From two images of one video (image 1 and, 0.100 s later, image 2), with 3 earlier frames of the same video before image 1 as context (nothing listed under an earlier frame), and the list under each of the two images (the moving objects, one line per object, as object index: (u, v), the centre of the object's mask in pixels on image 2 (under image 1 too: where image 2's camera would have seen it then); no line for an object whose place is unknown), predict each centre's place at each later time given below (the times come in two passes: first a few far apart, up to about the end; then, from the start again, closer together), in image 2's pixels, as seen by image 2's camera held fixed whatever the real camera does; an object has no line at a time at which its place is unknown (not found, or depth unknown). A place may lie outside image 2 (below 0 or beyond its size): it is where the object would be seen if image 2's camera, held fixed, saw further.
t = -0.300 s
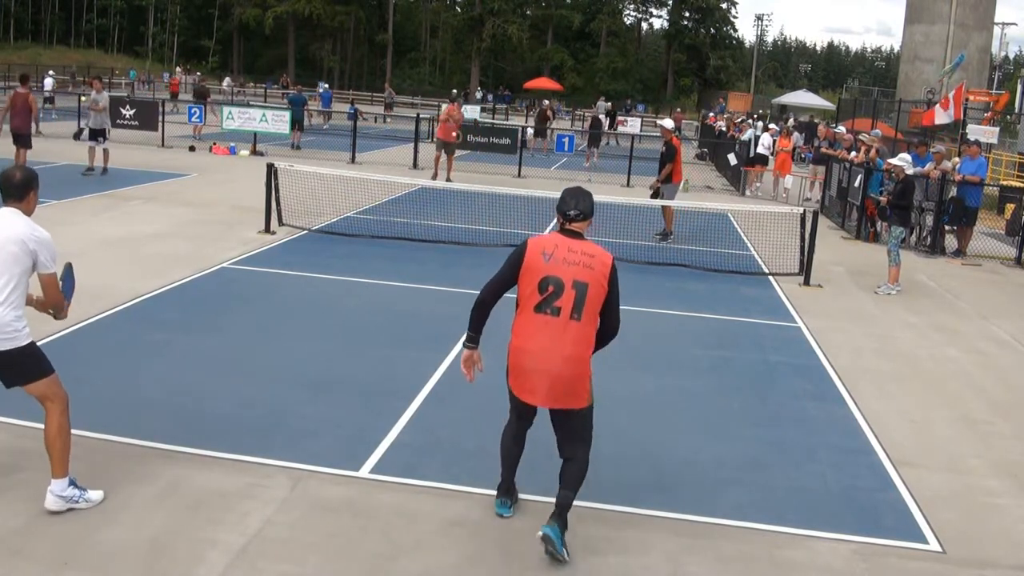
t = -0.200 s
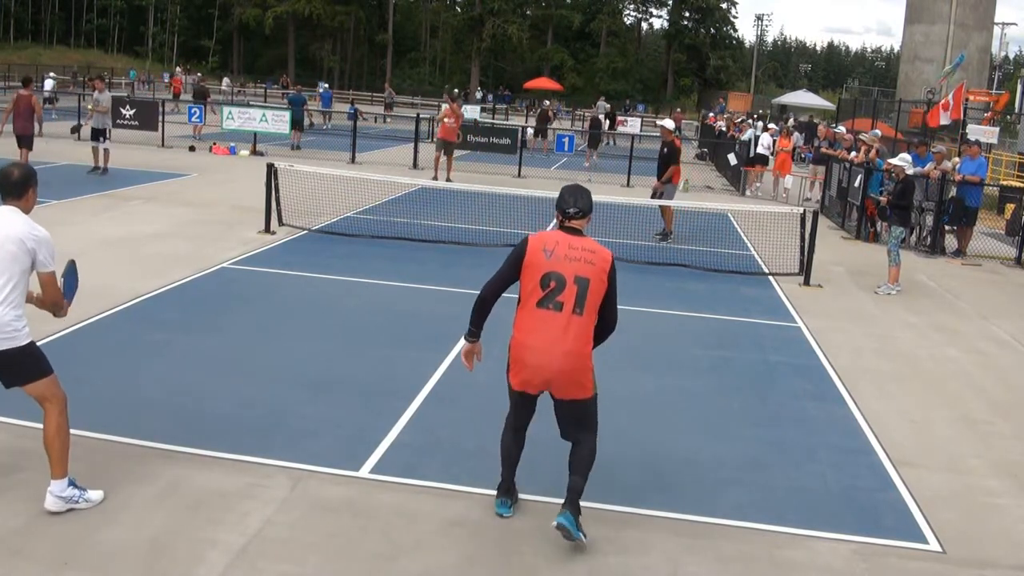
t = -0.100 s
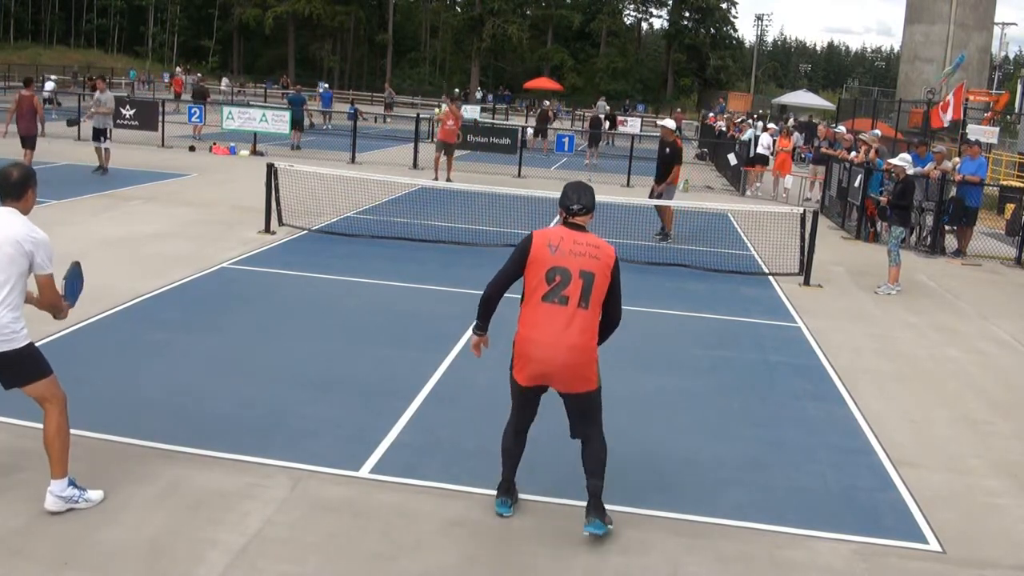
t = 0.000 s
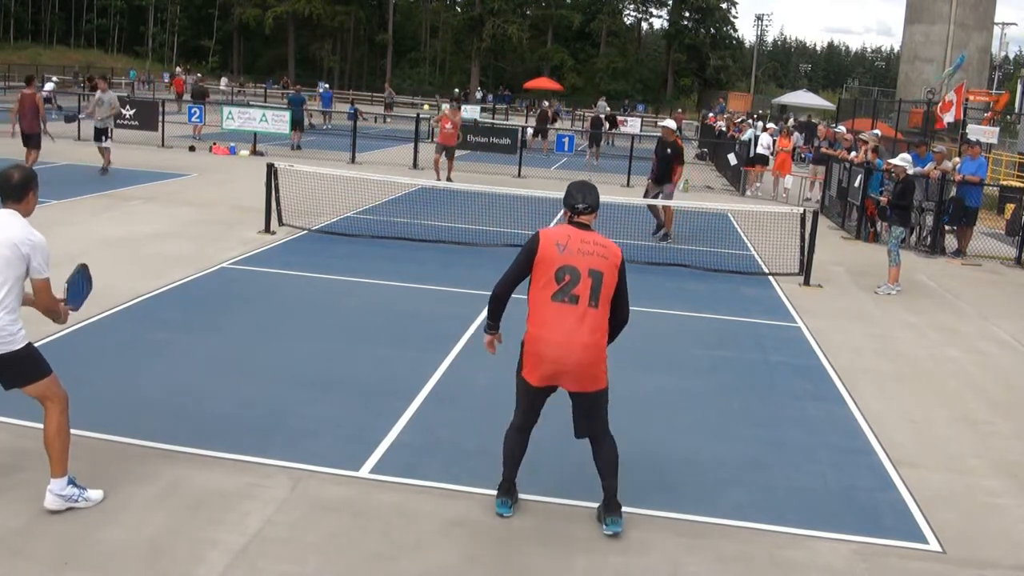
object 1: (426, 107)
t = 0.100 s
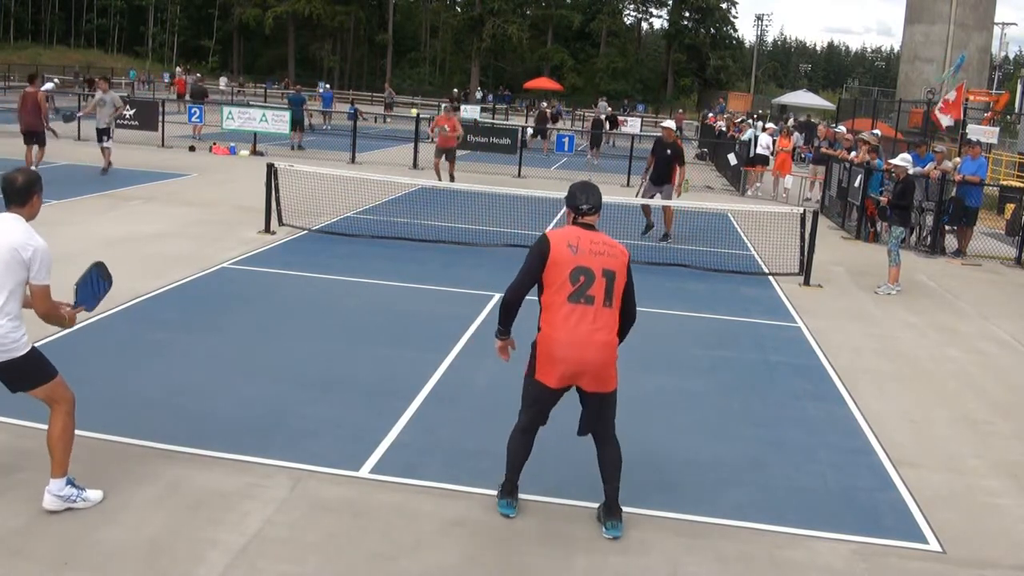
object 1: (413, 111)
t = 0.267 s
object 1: (388, 141)
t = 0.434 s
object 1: (354, 208)
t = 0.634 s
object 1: (297, 356)
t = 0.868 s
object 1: (247, 315)
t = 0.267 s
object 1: (388, 141)
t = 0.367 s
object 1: (369, 175)
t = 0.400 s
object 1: (362, 190)
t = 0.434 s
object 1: (354, 208)
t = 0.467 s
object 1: (345, 226)
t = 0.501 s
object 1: (337, 248)
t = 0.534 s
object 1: (327, 271)
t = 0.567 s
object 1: (317, 298)
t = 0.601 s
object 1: (307, 328)
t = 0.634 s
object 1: (297, 356)
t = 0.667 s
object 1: (291, 347)
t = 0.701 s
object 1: (284, 338)
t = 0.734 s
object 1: (278, 331)
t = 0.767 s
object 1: (271, 324)
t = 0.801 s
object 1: (263, 319)
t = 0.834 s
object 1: (256, 316)
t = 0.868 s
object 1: (247, 315)
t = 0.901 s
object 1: (239, 315)
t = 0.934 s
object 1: (230, 317)
